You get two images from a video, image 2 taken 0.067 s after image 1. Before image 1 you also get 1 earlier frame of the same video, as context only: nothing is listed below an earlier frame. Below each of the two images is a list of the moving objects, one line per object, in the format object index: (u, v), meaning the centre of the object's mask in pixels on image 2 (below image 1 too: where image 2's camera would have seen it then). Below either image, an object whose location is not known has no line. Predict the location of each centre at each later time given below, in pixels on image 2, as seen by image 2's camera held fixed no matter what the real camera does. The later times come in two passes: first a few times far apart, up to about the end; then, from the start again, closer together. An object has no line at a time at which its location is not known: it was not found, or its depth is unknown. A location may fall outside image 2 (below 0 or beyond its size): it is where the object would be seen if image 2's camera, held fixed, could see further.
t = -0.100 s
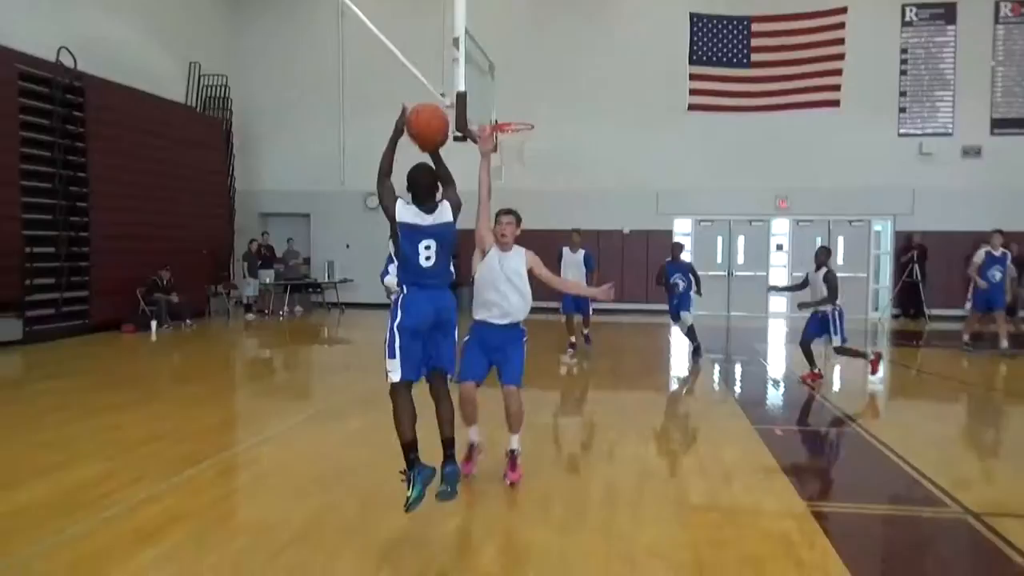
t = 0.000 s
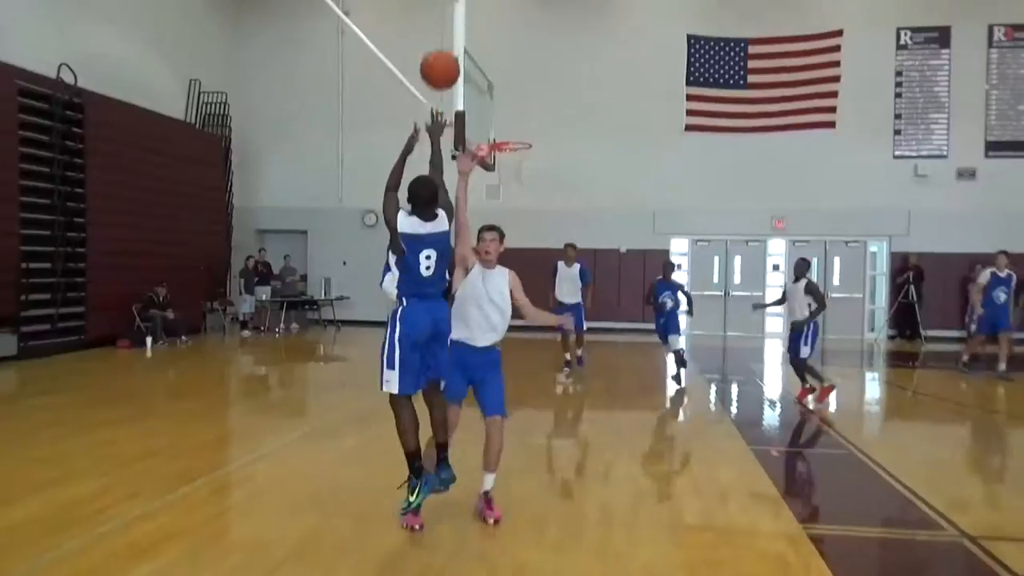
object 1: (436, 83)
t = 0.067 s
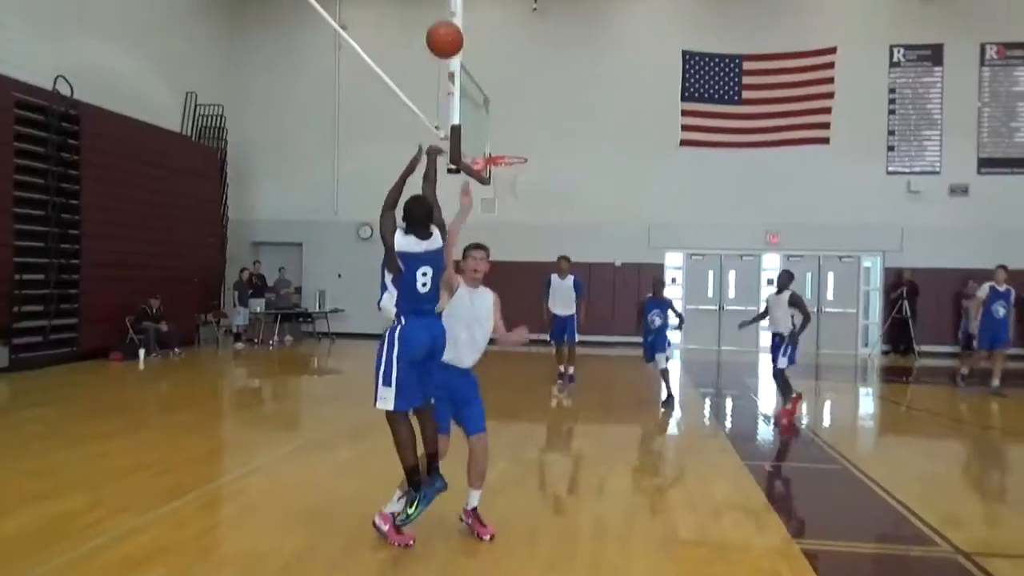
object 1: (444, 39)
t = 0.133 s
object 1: (452, 7)
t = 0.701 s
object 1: (487, 2)
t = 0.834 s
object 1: (492, 43)
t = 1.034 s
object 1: (497, 121)
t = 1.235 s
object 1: (520, 112)
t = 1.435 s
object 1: (554, 69)
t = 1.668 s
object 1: (595, 60)
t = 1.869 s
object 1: (631, 88)
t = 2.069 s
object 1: (666, 153)
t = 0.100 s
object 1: (448, 21)
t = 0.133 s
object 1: (452, 7)
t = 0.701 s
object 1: (487, 2)
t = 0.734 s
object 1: (489, 11)
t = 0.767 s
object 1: (490, 21)
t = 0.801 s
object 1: (491, 32)
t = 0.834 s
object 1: (492, 43)
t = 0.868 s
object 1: (493, 55)
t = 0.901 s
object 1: (494, 67)
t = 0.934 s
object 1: (495, 80)
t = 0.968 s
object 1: (496, 93)
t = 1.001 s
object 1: (496, 107)
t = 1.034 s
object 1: (497, 121)
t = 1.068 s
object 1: (498, 136)
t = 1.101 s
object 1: (498, 149)
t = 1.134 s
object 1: (503, 144)
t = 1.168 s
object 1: (508, 133)
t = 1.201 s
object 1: (514, 123)
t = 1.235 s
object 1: (520, 112)
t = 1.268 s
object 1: (525, 103)
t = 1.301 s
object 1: (531, 95)
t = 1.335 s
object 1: (537, 87)
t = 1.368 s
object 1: (543, 79)
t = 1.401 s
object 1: (549, 74)
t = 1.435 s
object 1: (554, 69)
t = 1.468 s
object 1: (560, 65)
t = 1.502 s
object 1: (566, 62)
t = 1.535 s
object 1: (572, 60)
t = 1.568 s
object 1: (578, 58)
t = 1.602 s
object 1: (584, 58)
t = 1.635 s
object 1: (590, 58)
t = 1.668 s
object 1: (595, 60)
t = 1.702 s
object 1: (601, 62)
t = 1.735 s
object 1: (607, 65)
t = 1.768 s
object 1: (613, 69)
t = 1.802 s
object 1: (619, 74)
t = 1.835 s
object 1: (625, 81)
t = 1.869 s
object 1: (631, 88)
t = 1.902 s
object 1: (637, 97)
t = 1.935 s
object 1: (643, 106)
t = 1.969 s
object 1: (649, 116)
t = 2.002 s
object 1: (654, 127)
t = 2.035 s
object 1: (660, 139)
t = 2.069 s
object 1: (666, 153)
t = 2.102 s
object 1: (671, 167)
